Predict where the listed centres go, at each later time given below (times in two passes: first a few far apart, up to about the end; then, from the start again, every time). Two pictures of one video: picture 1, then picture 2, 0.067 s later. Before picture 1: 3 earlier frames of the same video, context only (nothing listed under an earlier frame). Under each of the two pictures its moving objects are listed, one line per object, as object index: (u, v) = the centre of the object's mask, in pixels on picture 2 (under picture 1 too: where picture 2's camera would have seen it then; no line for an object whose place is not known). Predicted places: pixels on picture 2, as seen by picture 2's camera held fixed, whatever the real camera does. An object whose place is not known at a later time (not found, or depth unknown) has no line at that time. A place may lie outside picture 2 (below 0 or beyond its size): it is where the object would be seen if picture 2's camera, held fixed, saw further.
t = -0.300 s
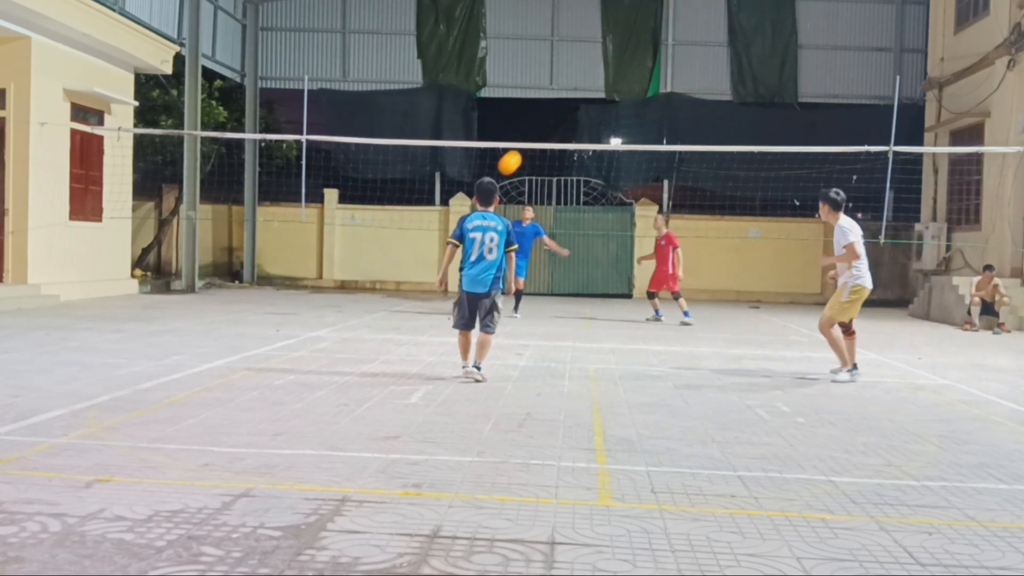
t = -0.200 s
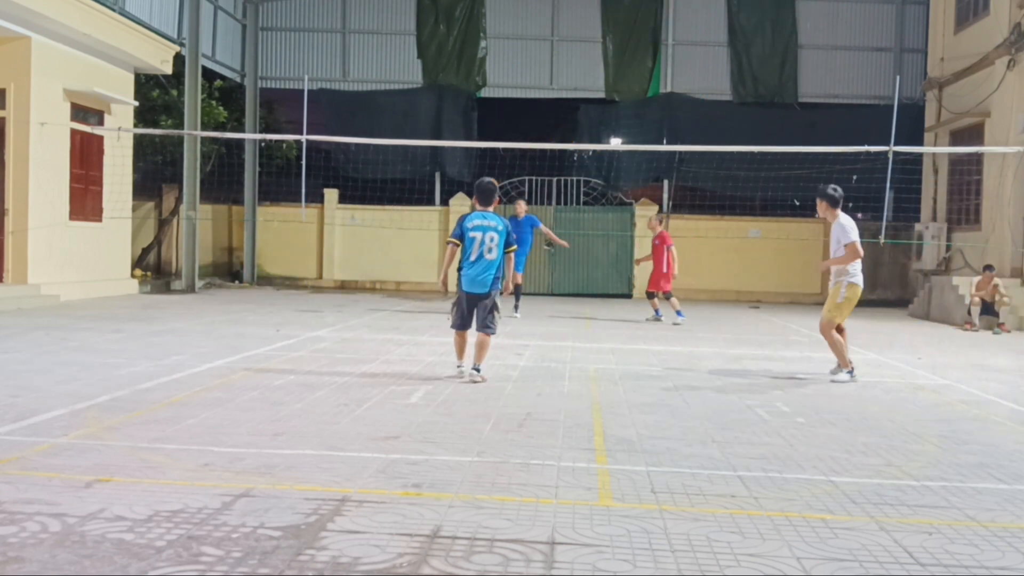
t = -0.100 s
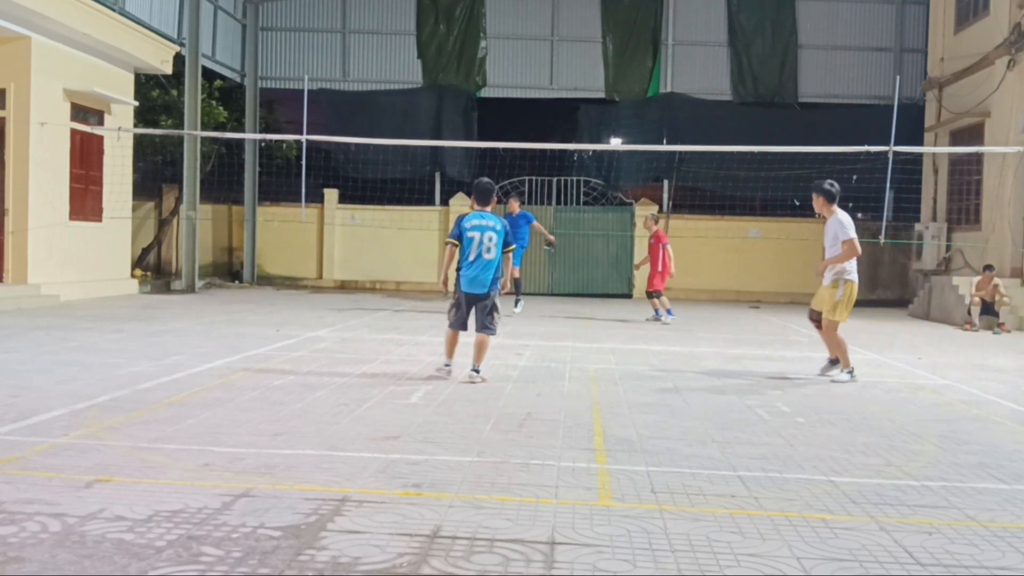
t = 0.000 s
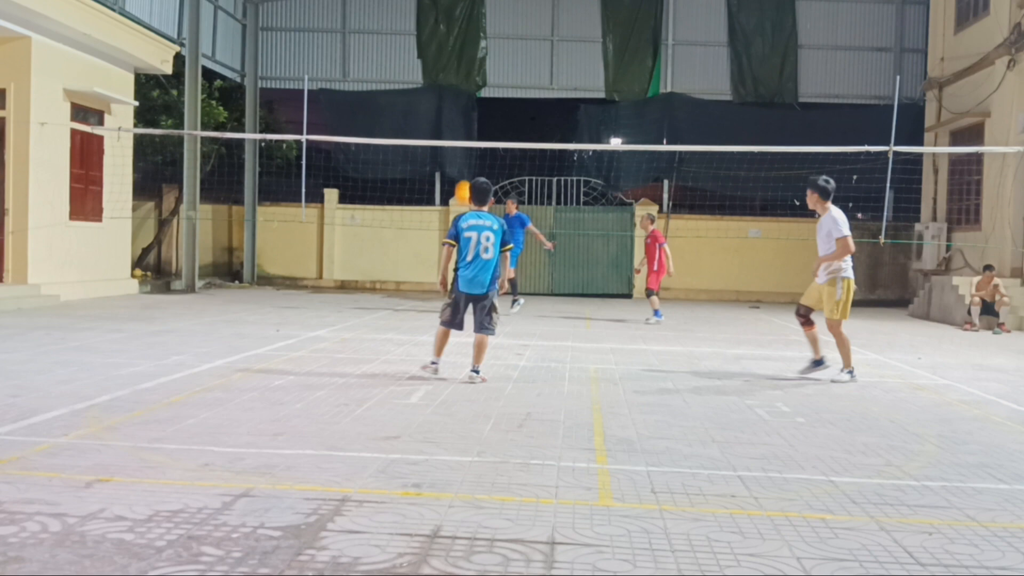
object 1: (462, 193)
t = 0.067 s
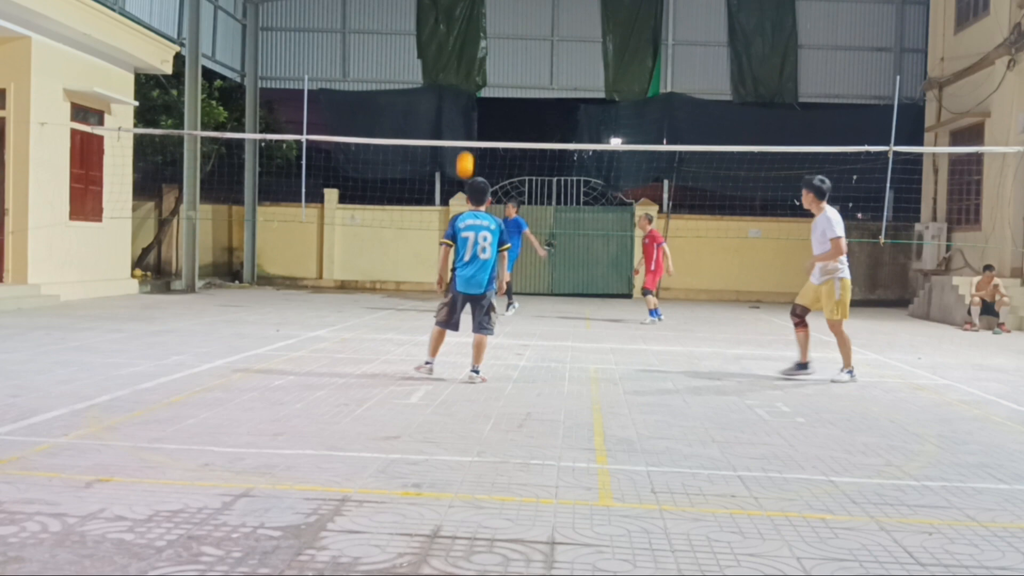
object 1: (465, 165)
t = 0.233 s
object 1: (470, 104)
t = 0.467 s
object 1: (477, 48)
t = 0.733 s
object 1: (483, 31)
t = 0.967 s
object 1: (487, 63)
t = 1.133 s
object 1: (488, 115)
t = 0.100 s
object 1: (466, 152)
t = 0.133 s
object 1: (467, 138)
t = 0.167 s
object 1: (468, 126)
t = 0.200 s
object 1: (469, 115)
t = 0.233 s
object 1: (470, 104)
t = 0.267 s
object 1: (471, 94)
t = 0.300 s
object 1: (472, 85)
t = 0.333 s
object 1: (473, 76)
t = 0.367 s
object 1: (474, 68)
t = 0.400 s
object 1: (475, 61)
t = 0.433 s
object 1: (476, 54)
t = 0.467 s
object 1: (477, 48)
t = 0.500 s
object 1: (478, 43)
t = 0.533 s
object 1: (479, 39)
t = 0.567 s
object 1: (479, 36)
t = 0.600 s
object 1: (480, 33)
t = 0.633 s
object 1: (481, 31)
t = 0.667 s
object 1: (481, 30)
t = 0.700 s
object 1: (482, 30)
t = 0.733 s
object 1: (483, 31)
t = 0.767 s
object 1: (483, 33)
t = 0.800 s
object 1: (484, 35)
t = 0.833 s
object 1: (485, 39)
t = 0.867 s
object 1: (485, 43)
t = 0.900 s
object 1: (486, 49)
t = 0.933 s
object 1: (486, 55)
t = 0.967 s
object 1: (487, 63)
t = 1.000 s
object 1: (487, 71)
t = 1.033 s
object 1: (488, 81)
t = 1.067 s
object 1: (488, 92)
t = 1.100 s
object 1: (488, 103)
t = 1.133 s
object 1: (488, 115)
